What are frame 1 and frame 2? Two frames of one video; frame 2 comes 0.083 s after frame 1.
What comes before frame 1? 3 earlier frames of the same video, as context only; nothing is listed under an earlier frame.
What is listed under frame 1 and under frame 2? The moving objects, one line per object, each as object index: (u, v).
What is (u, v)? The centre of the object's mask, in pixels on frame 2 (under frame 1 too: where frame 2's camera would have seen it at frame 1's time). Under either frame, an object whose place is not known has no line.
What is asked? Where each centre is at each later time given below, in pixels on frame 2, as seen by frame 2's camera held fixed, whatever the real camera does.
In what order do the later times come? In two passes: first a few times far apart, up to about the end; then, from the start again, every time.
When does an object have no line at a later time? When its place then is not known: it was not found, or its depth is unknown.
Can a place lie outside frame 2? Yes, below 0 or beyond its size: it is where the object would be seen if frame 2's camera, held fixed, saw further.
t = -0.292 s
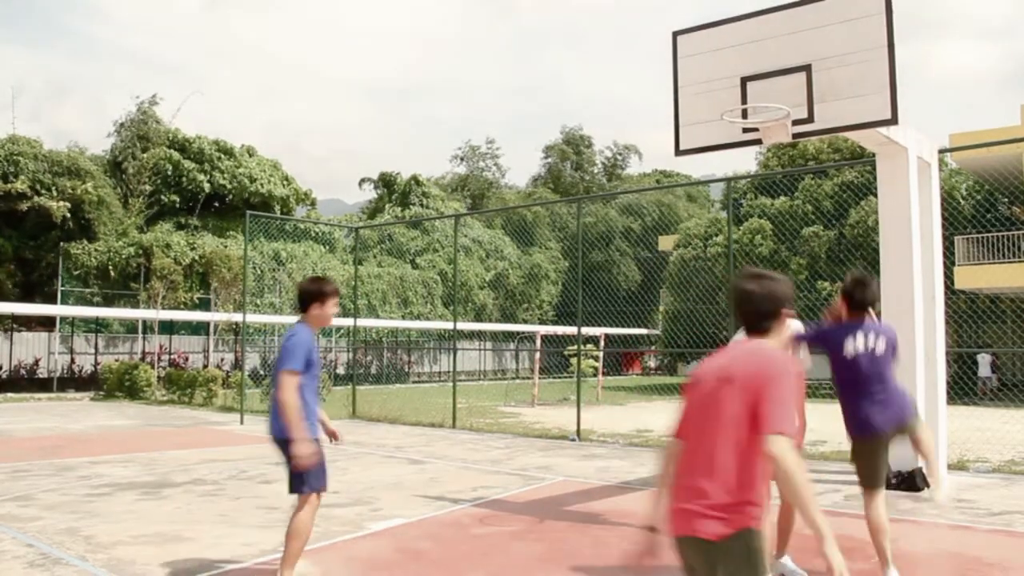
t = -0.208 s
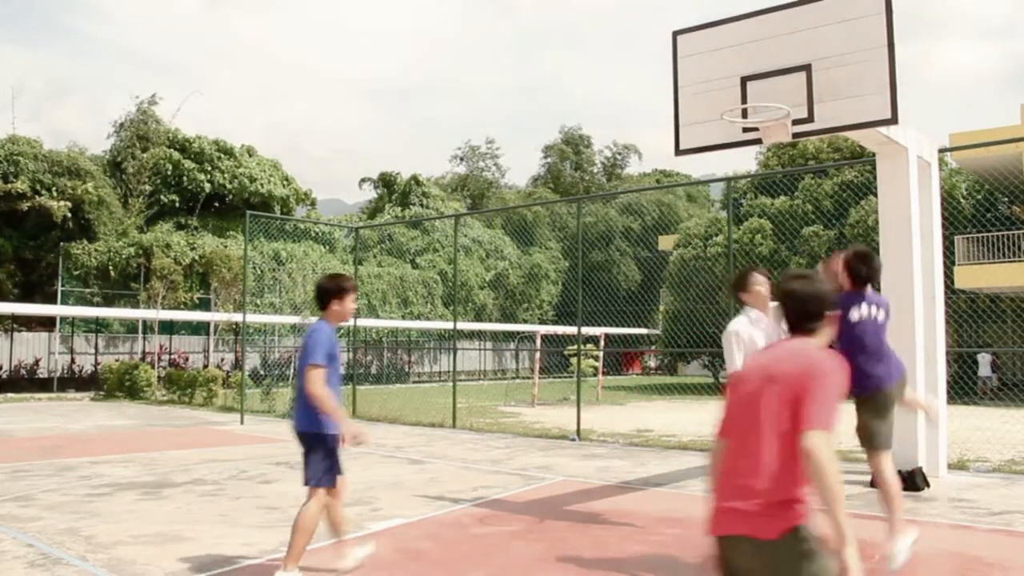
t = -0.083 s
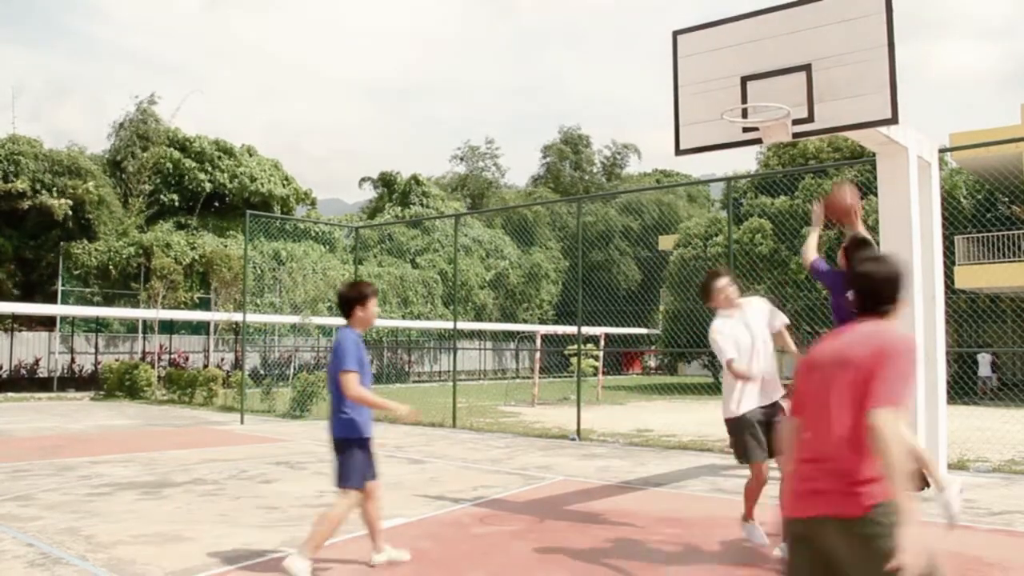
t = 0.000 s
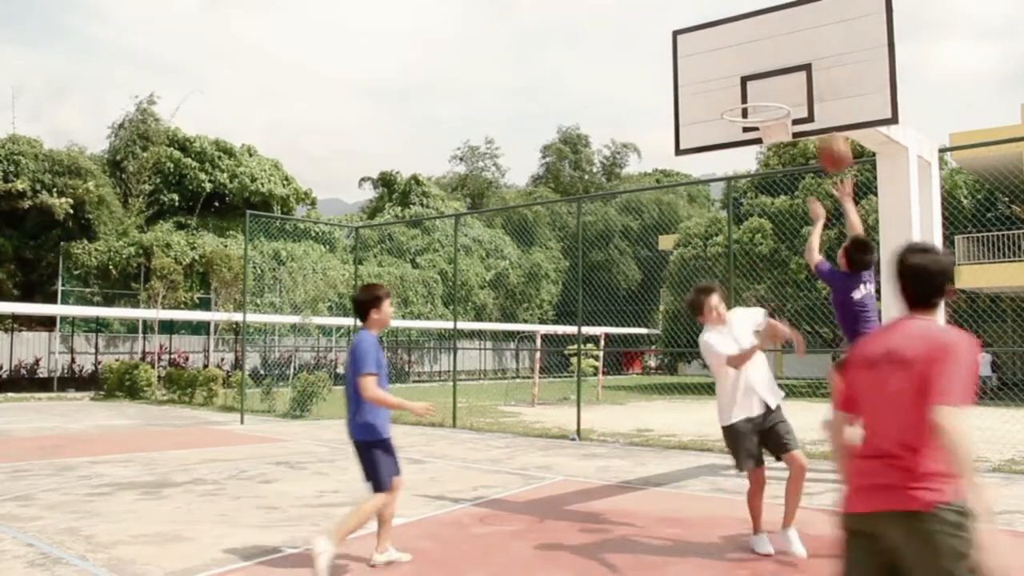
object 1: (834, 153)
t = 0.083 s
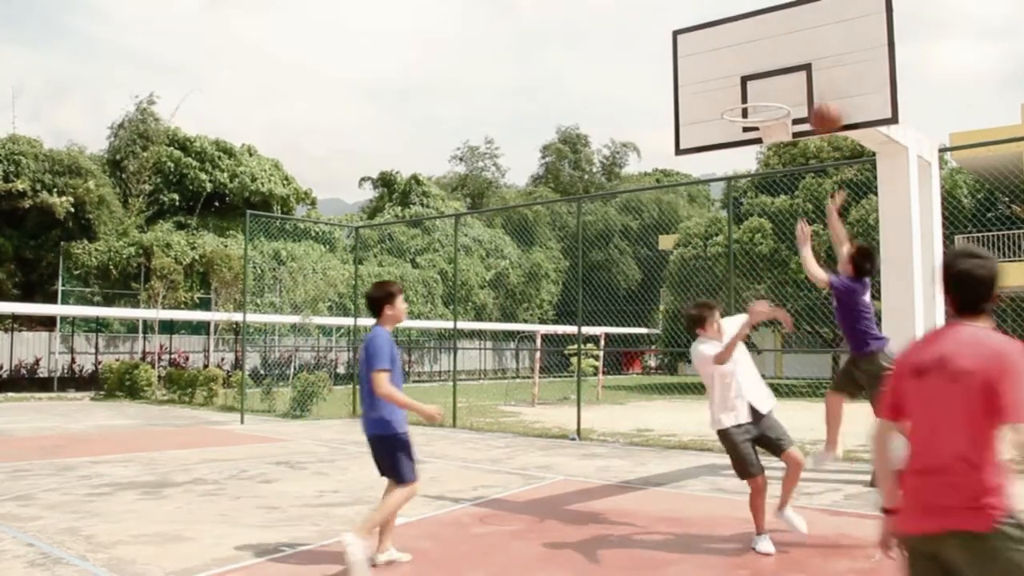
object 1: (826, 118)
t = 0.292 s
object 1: (777, 82)
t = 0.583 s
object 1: (699, 133)
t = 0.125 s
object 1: (819, 106)
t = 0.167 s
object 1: (809, 96)
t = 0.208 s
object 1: (798, 89)
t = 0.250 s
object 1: (788, 84)
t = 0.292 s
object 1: (777, 82)
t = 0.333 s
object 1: (766, 82)
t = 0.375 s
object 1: (755, 85)
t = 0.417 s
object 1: (745, 88)
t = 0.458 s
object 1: (733, 96)
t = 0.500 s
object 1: (722, 106)
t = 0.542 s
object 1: (710, 118)
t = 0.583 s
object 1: (699, 133)
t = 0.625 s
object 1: (686, 151)
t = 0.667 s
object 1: (673, 173)
